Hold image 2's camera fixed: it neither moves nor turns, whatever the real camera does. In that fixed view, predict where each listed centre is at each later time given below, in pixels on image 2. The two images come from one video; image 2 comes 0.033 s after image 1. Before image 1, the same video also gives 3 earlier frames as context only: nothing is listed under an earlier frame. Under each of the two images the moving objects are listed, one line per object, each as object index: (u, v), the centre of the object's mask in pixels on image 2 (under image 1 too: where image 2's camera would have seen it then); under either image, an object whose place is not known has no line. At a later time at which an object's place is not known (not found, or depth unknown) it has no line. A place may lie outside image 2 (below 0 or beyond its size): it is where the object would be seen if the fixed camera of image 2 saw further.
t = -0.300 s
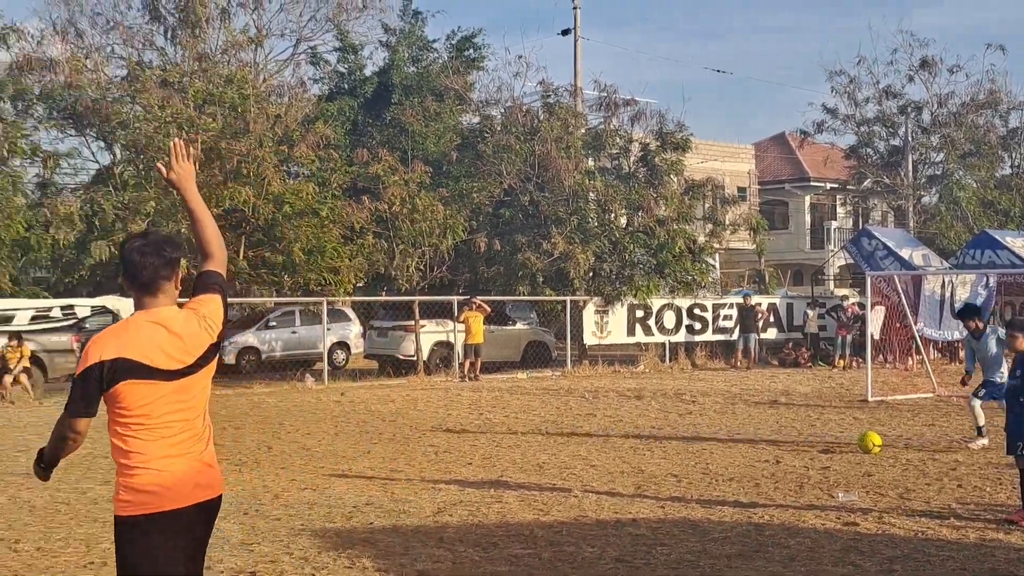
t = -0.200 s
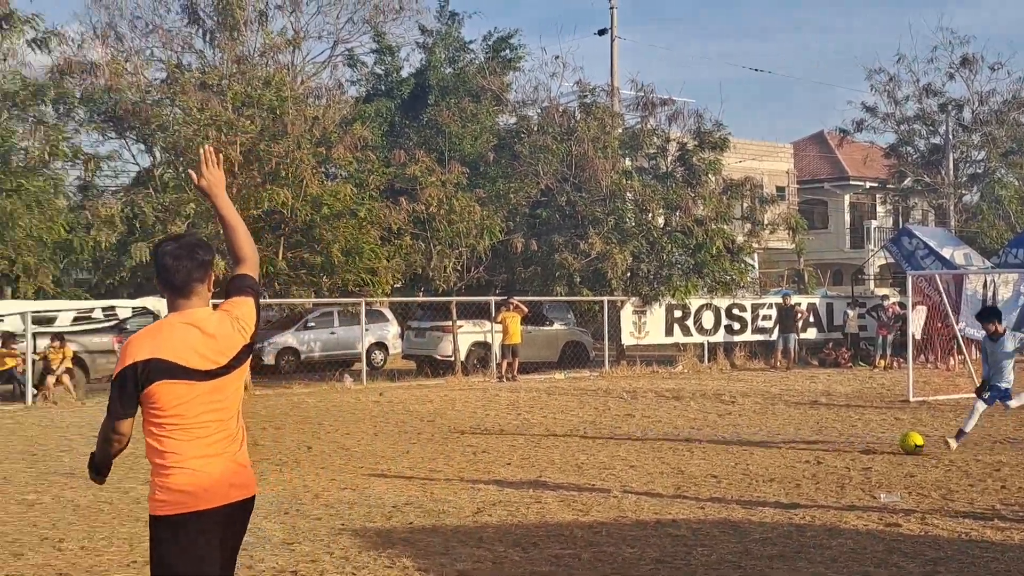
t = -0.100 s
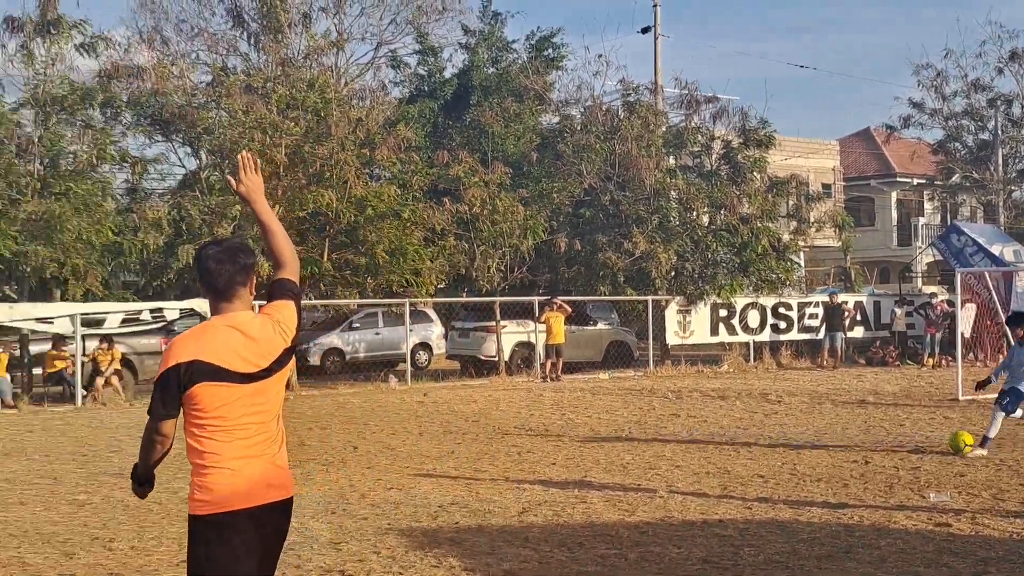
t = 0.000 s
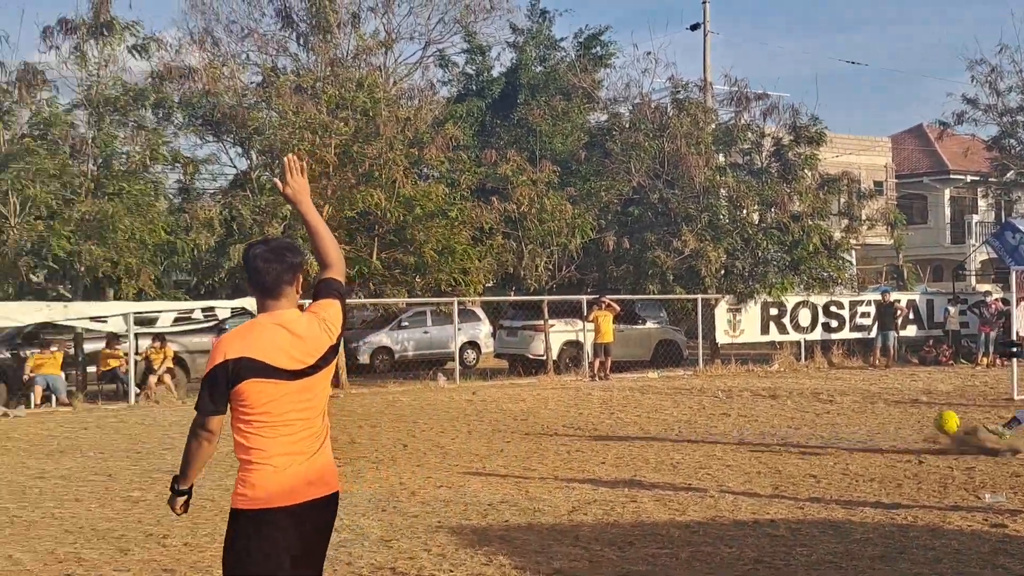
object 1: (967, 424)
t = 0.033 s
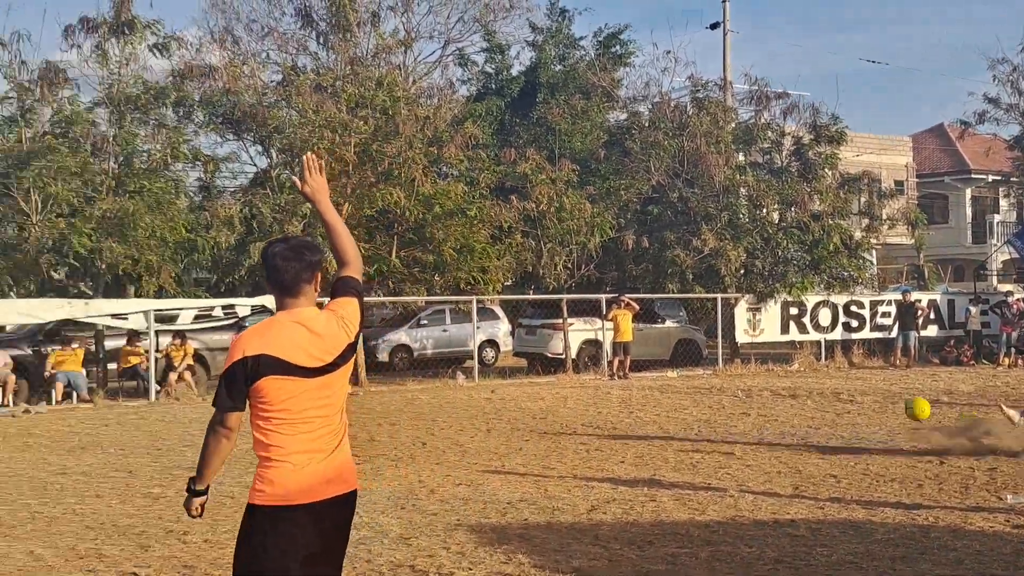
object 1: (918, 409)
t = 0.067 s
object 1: (869, 397)
